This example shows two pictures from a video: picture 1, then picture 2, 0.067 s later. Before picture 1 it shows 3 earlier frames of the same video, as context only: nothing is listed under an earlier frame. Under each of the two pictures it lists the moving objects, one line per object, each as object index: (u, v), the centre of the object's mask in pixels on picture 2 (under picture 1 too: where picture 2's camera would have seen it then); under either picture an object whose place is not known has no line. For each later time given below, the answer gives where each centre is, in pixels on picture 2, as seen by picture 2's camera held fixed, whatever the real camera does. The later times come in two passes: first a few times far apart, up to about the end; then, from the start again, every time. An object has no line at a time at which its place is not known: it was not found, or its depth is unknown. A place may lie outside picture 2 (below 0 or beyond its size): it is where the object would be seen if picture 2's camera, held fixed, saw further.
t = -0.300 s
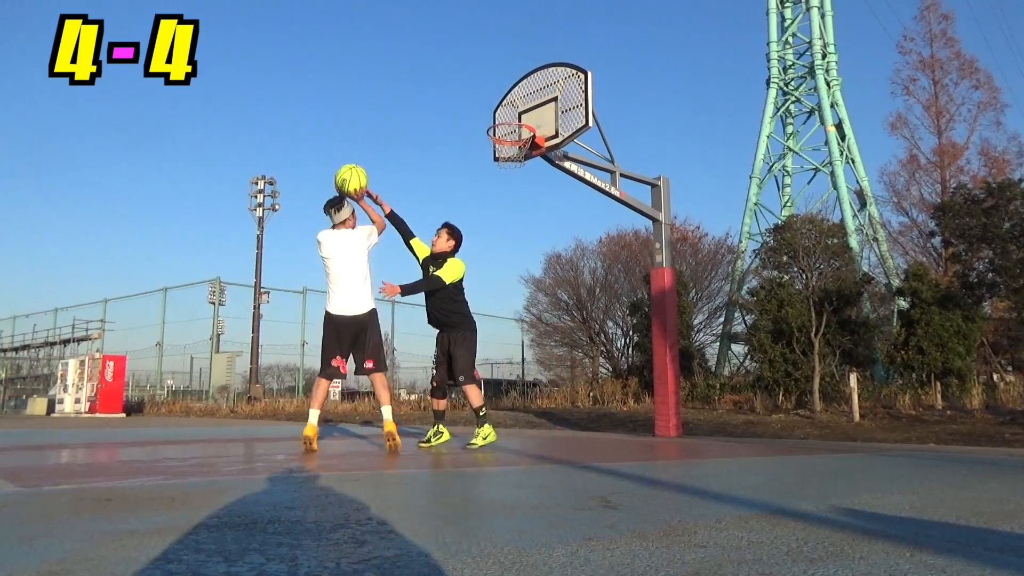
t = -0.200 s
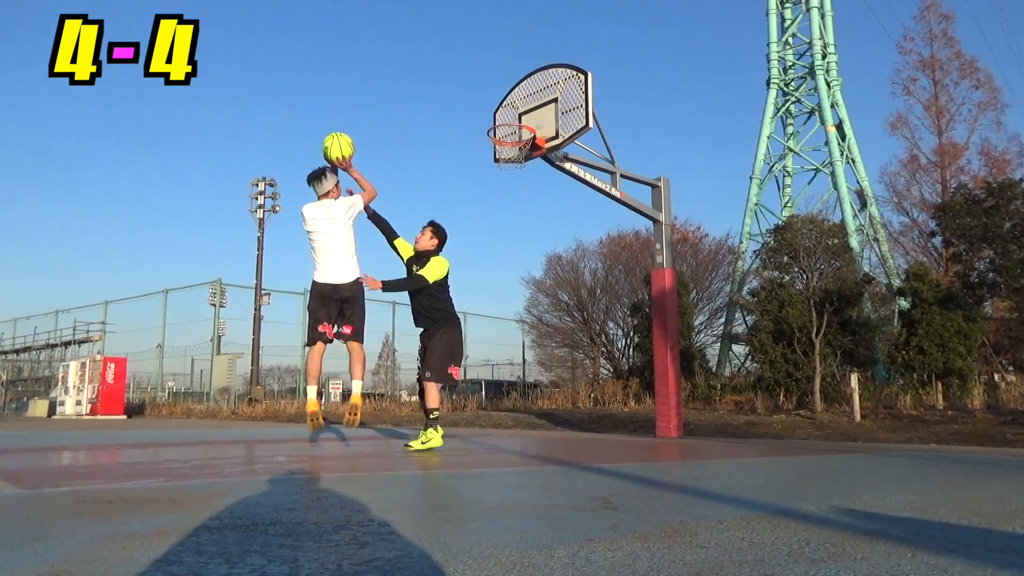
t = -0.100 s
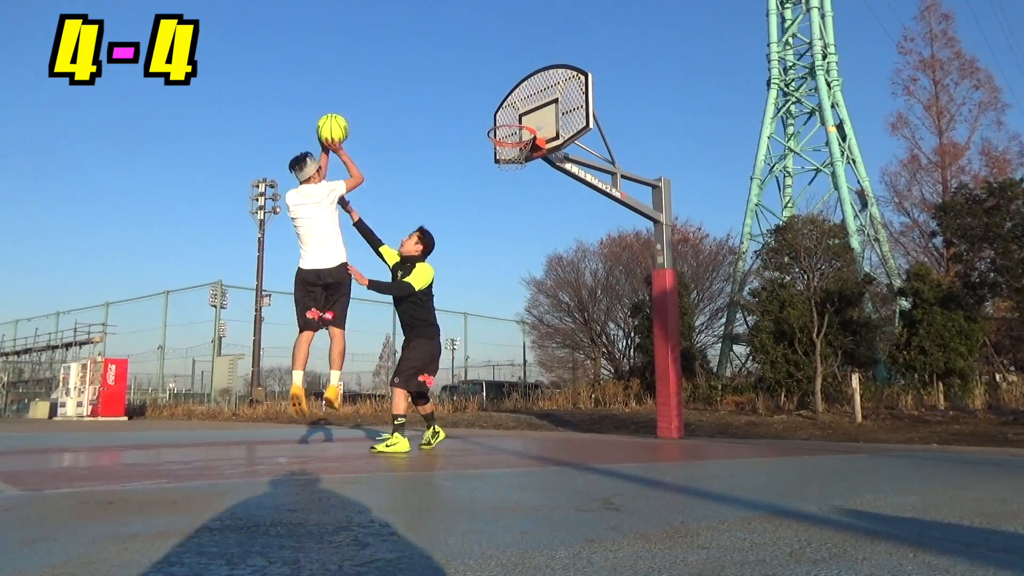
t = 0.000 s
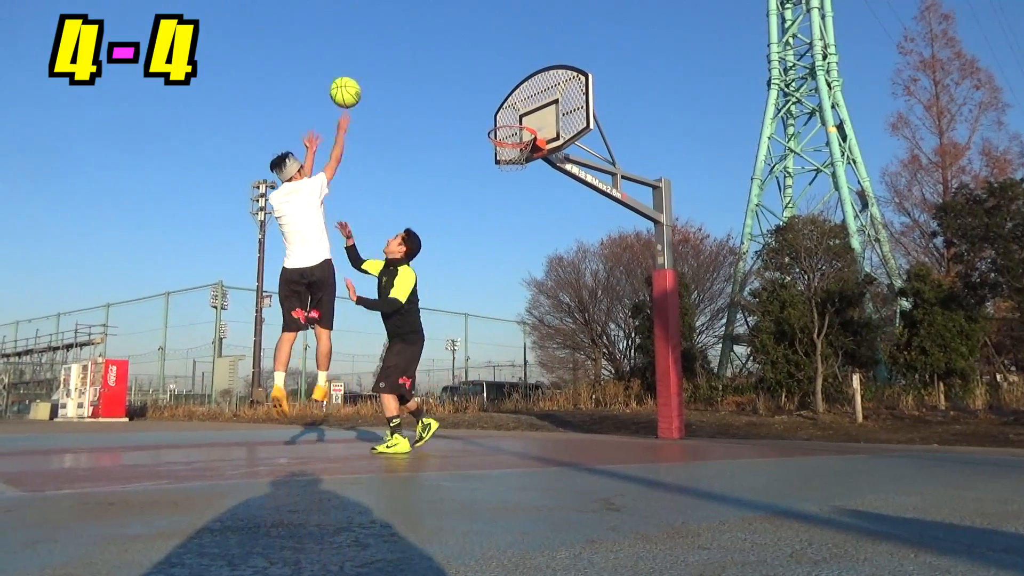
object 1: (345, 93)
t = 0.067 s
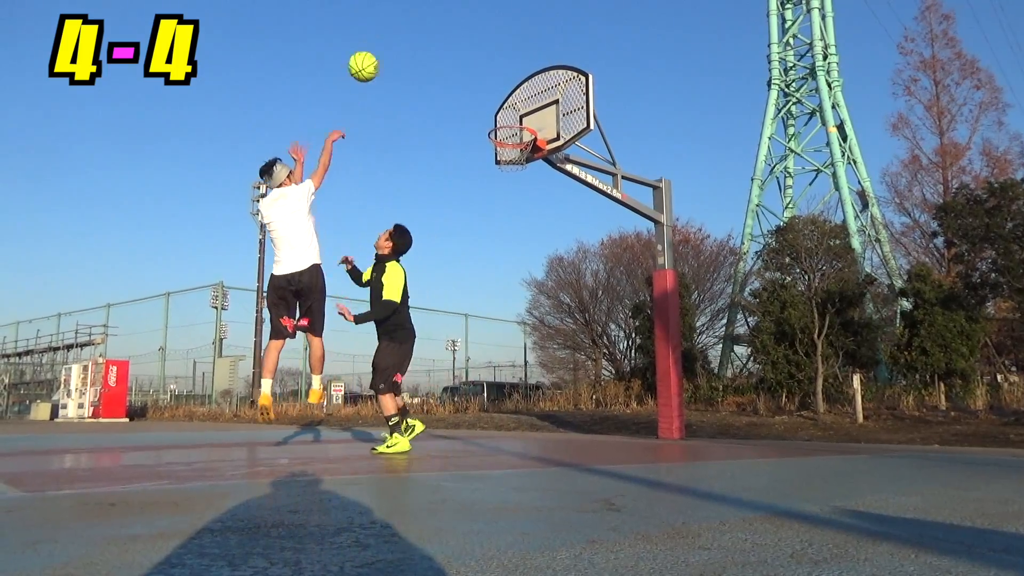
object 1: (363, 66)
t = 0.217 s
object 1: (400, 29)
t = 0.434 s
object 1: (445, 22)
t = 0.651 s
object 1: (485, 59)
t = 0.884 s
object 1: (519, 136)
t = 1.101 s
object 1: (512, 160)
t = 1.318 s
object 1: (495, 200)
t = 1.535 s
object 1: (477, 290)
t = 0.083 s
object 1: (368, 61)
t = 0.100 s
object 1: (372, 56)
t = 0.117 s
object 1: (376, 51)
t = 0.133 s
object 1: (380, 46)
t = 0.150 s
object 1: (384, 42)
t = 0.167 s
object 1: (388, 39)
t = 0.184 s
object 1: (392, 35)
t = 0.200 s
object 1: (395, 32)
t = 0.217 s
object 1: (400, 29)
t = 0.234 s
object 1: (404, 27)
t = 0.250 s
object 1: (407, 25)
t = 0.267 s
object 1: (411, 23)
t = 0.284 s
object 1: (415, 22)
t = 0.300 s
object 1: (418, 21)
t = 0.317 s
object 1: (422, 20)
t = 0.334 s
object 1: (425, 19)
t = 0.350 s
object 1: (429, 19)
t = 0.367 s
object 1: (432, 19)
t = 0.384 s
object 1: (435, 19)
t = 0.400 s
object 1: (439, 20)
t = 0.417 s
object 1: (442, 21)
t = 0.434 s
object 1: (445, 22)
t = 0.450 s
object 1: (448, 23)
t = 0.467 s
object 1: (452, 25)
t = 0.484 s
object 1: (455, 27)
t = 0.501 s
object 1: (458, 29)
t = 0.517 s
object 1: (461, 31)
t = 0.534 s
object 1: (464, 34)
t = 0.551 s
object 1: (467, 37)
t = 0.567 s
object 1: (470, 40)
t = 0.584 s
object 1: (473, 43)
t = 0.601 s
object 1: (476, 47)
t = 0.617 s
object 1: (479, 51)
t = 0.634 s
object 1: (482, 55)
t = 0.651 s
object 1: (485, 59)
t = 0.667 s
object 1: (488, 64)
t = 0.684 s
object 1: (491, 69)
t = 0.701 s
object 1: (494, 74)
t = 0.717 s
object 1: (496, 79)
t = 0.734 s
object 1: (499, 84)
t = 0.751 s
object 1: (502, 90)
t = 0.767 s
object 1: (505, 96)
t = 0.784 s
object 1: (508, 102)
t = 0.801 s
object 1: (511, 108)
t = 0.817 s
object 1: (513, 115)
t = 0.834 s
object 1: (516, 122)
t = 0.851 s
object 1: (518, 127)
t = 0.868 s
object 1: (518, 131)
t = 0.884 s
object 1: (519, 136)
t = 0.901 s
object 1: (521, 140)
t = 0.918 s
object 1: (523, 146)
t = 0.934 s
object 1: (524, 150)
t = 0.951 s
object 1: (524, 152)
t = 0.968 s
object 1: (523, 153)
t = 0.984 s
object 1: (522, 154)
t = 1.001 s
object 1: (521, 155)
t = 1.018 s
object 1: (519, 155)
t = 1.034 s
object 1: (518, 156)
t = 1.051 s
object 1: (517, 156)
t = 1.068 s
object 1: (515, 157)
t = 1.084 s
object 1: (514, 158)
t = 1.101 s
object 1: (512, 160)
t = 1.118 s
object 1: (511, 162)
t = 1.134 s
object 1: (509, 163)
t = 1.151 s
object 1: (508, 165)
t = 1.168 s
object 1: (507, 167)
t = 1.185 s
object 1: (505, 170)
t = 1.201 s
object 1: (504, 173)
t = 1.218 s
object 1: (503, 176)
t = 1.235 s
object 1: (501, 179)
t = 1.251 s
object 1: (500, 183)
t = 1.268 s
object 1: (499, 187)
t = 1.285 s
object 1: (498, 191)
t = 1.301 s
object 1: (496, 195)
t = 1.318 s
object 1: (495, 200)
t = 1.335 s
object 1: (494, 205)
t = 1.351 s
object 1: (492, 211)
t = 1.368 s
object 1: (491, 216)
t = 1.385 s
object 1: (490, 222)
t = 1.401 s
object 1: (488, 229)
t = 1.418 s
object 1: (487, 235)
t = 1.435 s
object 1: (486, 242)
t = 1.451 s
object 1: (484, 249)
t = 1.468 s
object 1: (483, 256)
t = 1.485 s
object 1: (481, 264)
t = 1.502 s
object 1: (480, 272)
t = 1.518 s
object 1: (479, 281)
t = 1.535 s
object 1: (477, 290)
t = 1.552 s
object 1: (476, 299)
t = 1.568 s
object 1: (475, 308)
